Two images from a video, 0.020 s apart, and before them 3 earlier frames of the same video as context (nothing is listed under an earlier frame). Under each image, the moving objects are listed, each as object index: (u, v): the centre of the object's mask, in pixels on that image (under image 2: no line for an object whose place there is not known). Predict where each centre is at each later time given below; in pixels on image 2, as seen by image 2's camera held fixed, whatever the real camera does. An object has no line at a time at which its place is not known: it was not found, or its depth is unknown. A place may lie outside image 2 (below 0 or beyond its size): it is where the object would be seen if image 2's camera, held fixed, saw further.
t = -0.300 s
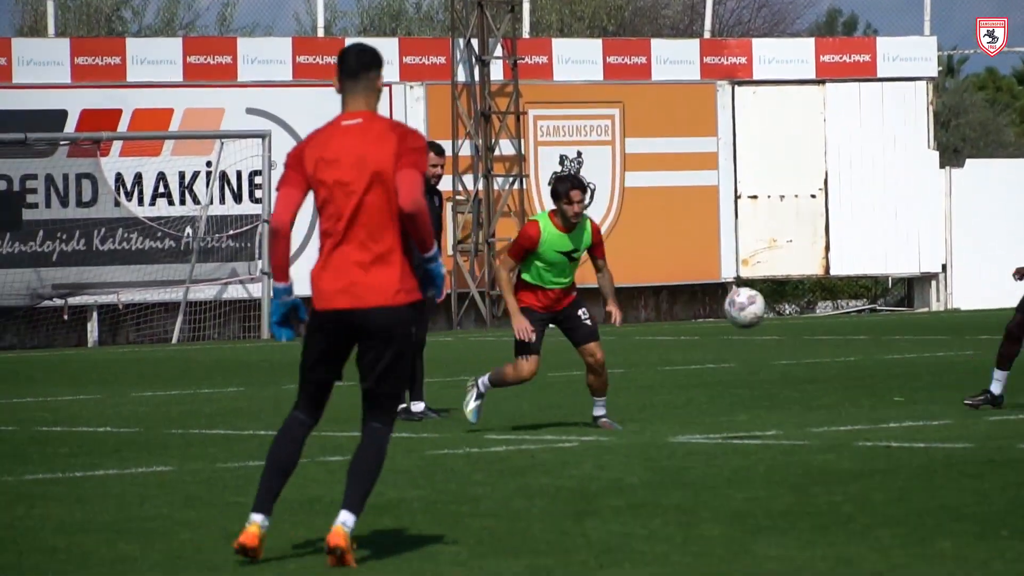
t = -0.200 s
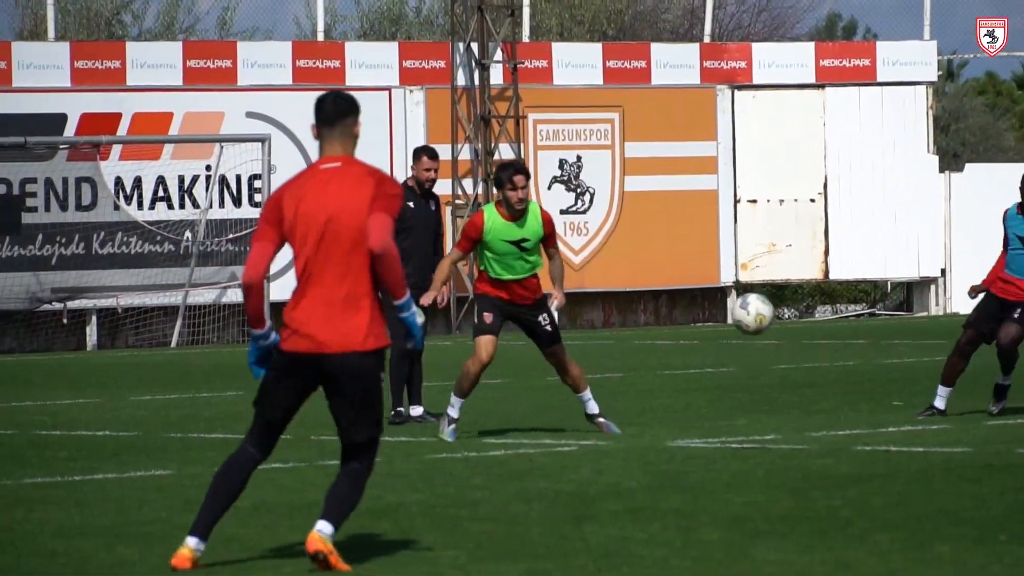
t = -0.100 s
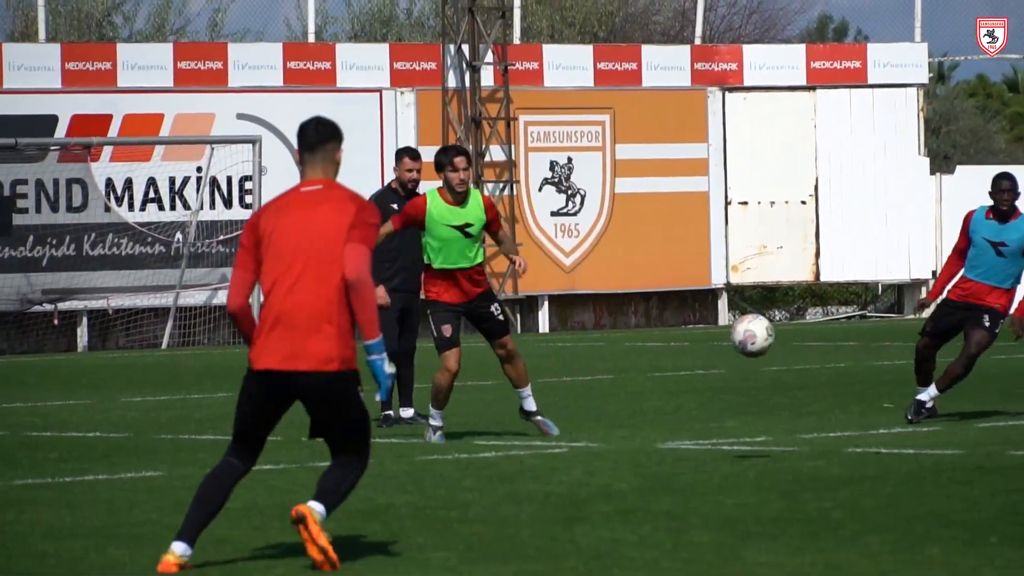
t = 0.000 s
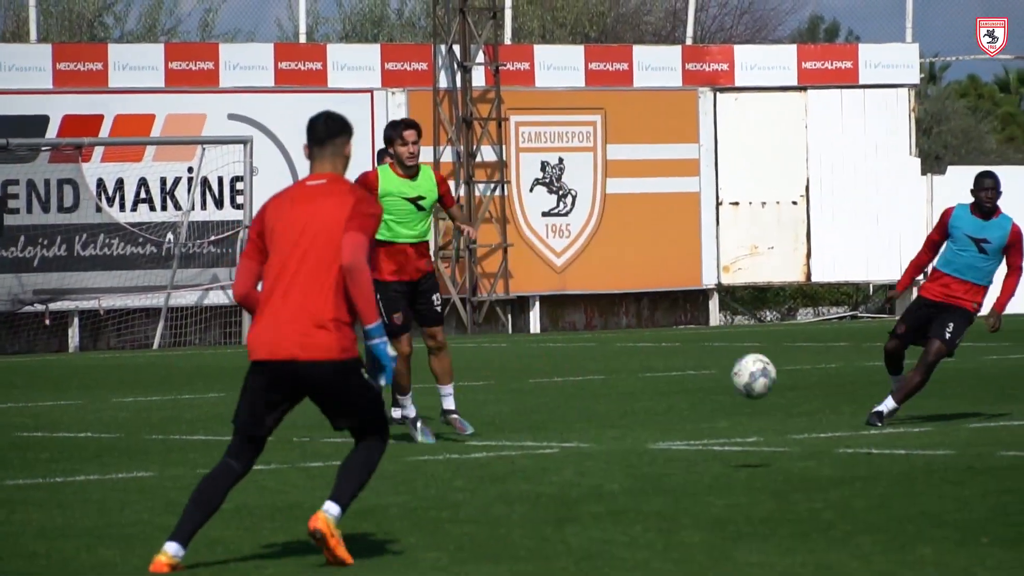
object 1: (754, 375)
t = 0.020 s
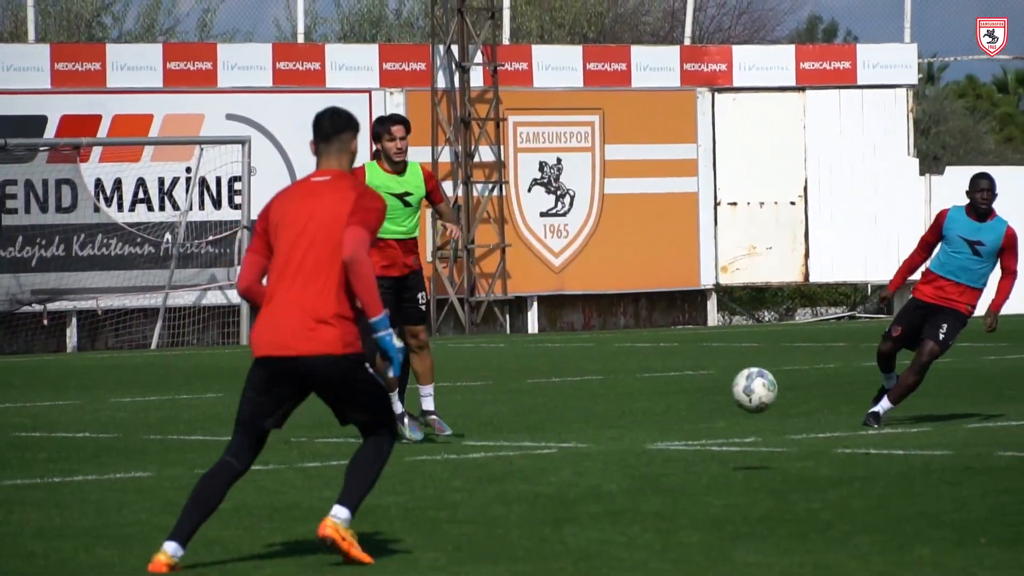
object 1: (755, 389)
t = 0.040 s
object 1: (756, 399)
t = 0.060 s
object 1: (758, 409)
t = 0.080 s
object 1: (761, 427)
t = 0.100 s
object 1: (763, 438)
